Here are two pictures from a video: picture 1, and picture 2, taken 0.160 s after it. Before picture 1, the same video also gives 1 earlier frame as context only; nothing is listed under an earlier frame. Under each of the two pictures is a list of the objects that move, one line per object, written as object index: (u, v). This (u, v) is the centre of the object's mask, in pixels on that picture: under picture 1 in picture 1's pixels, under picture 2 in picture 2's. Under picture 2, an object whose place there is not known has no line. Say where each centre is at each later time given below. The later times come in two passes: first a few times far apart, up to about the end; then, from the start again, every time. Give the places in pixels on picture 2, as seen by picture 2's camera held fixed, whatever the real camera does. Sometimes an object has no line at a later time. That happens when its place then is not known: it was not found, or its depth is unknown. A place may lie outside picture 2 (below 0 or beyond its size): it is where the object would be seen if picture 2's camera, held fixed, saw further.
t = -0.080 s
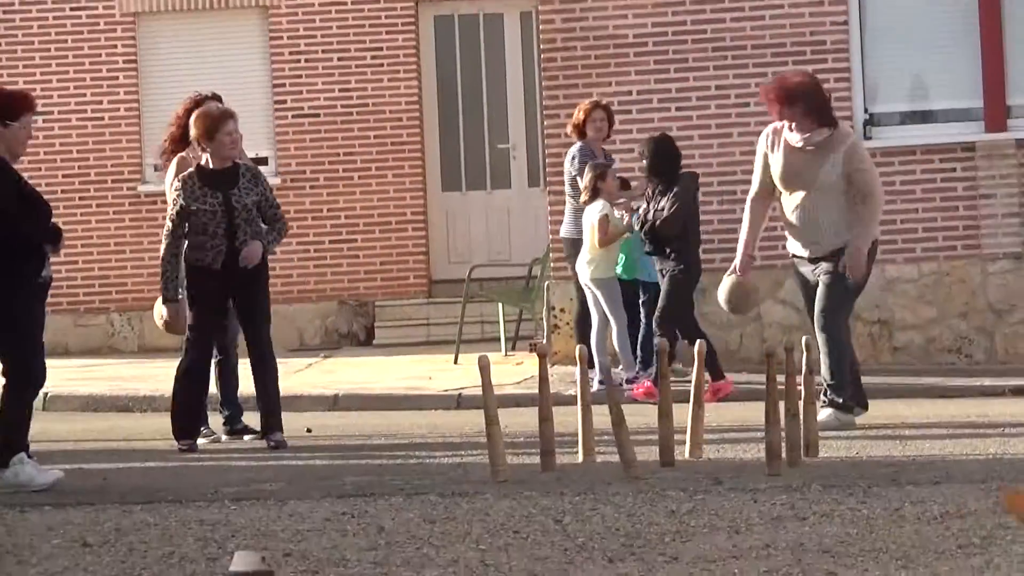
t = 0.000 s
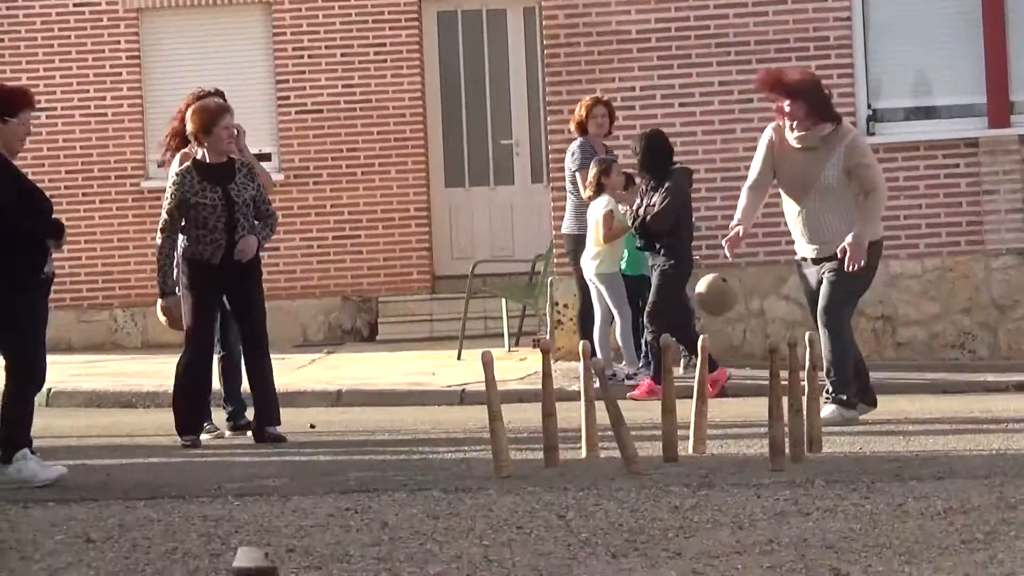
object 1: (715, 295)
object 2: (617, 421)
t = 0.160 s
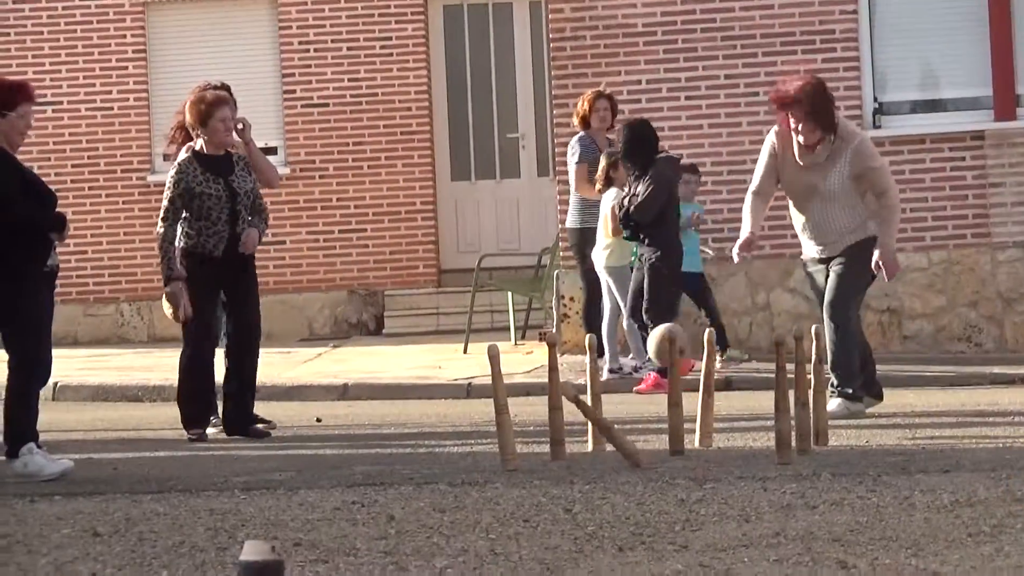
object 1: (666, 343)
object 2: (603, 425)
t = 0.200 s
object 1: (651, 373)
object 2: (604, 441)
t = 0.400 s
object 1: (590, 412)
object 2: (604, 456)
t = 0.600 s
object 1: (524, 464)
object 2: (608, 464)
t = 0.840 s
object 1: (423, 481)
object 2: (617, 464)
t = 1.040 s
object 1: (331, 484)
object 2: (623, 466)
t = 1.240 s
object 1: (232, 518)
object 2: (627, 467)
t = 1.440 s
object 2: (630, 468)
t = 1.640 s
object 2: (633, 469)
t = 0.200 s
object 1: (651, 373)
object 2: (604, 441)
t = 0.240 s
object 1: (641, 404)
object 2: (598, 452)
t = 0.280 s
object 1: (627, 429)
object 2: (600, 462)
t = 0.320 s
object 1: (615, 419)
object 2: (607, 457)
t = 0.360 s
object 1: (602, 413)
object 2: (603, 455)
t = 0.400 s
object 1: (590, 412)
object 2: (604, 456)
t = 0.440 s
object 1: (577, 415)
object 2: (604, 460)
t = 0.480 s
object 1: (564, 422)
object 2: (602, 463)
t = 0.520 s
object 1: (552, 435)
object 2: (605, 462)
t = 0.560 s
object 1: (539, 452)
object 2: (613, 463)
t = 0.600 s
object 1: (524, 464)
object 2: (608, 464)
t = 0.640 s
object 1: (510, 466)
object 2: (610, 464)
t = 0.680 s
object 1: (493, 464)
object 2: (613, 463)
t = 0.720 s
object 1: (477, 468)
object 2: (615, 462)
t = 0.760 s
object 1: (459, 478)
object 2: (616, 462)
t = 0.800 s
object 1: (440, 475)
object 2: (617, 464)
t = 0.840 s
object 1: (423, 481)
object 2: (617, 464)
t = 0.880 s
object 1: (405, 483)
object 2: (617, 465)
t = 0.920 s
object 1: (384, 488)
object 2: (619, 465)
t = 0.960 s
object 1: (368, 483)
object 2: (622, 466)
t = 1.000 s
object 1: (349, 481)
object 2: (622, 466)
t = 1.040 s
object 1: (331, 484)
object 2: (623, 466)
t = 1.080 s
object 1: (312, 494)
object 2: (624, 467)
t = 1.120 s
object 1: (293, 509)
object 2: (625, 467)
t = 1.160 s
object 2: (625, 467)
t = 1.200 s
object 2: (627, 467)
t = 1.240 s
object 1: (232, 518)
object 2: (627, 467)
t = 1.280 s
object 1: (211, 519)
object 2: (627, 467)
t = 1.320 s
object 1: (189, 524)
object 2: (628, 466)
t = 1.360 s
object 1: (165, 525)
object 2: (629, 466)
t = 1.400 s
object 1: (143, 520)
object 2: (630, 467)
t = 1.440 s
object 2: (630, 468)
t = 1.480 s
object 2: (631, 468)
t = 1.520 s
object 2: (631, 468)
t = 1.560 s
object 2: (632, 468)
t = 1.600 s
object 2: (632, 468)
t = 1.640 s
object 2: (633, 469)
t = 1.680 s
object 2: (632, 469)
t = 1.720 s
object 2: (632, 469)
